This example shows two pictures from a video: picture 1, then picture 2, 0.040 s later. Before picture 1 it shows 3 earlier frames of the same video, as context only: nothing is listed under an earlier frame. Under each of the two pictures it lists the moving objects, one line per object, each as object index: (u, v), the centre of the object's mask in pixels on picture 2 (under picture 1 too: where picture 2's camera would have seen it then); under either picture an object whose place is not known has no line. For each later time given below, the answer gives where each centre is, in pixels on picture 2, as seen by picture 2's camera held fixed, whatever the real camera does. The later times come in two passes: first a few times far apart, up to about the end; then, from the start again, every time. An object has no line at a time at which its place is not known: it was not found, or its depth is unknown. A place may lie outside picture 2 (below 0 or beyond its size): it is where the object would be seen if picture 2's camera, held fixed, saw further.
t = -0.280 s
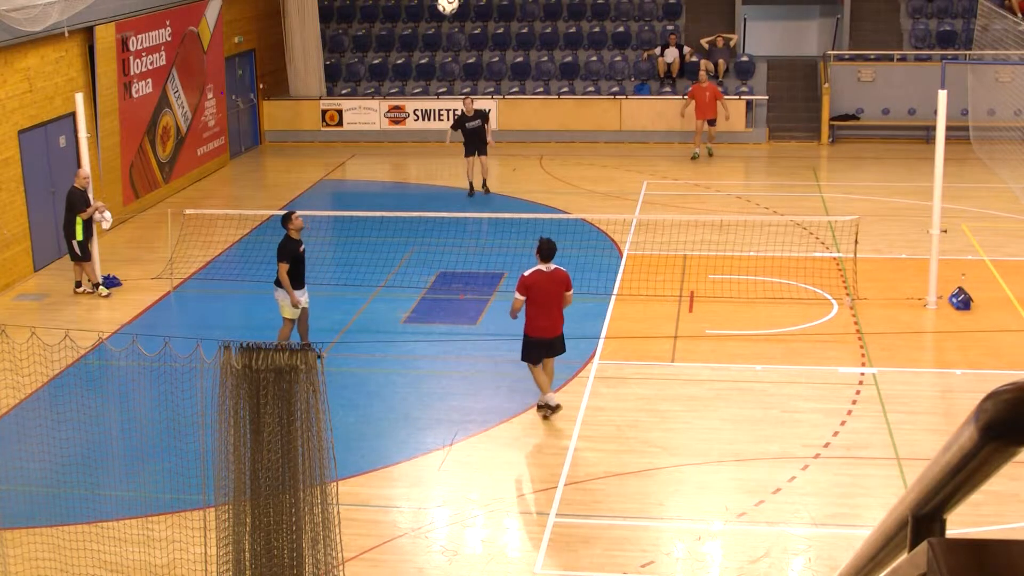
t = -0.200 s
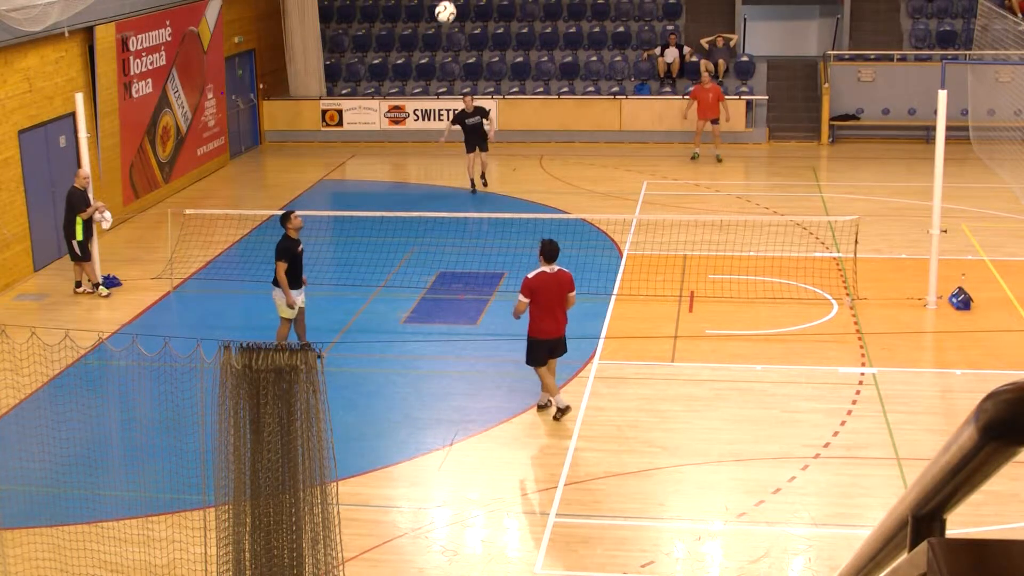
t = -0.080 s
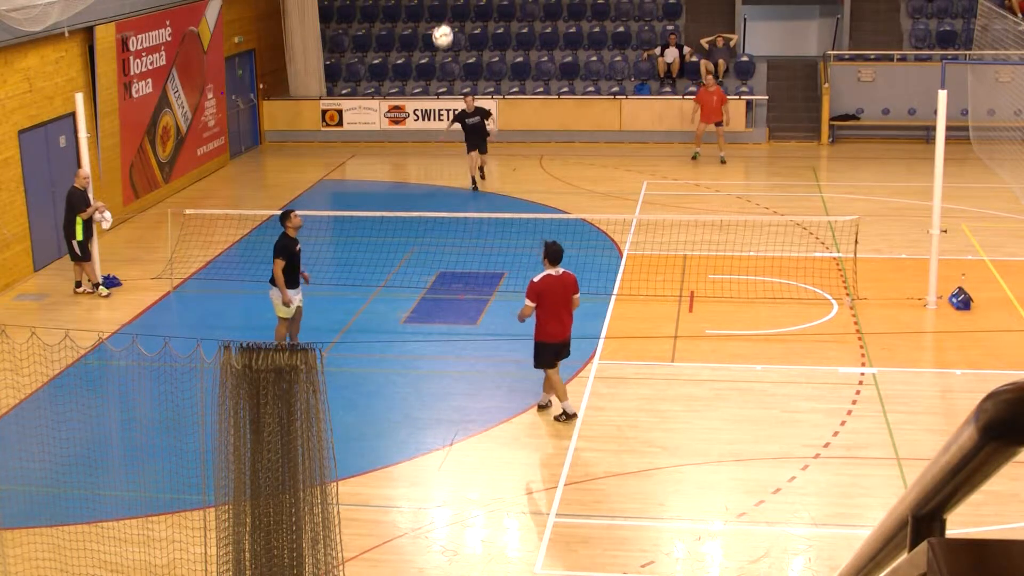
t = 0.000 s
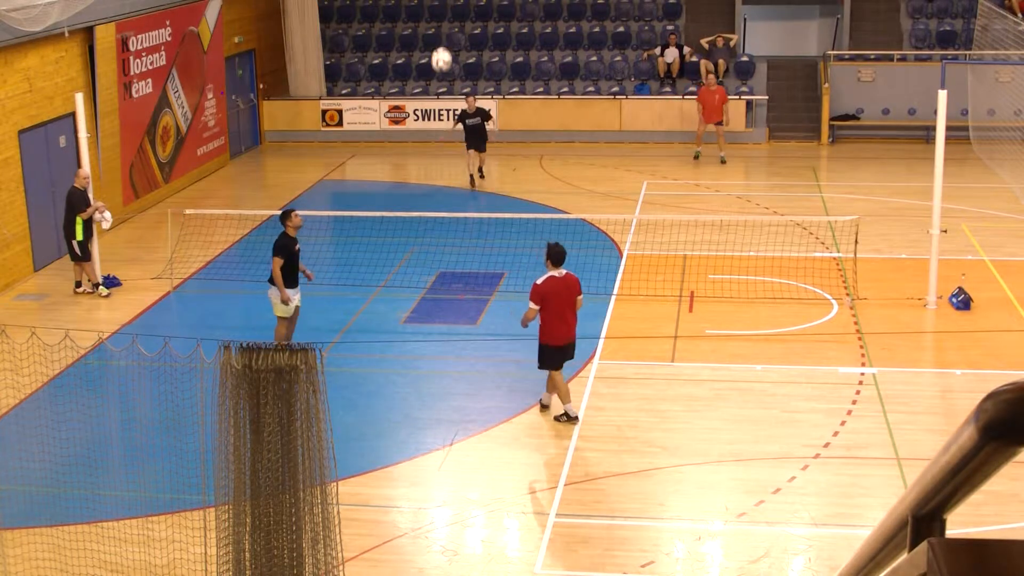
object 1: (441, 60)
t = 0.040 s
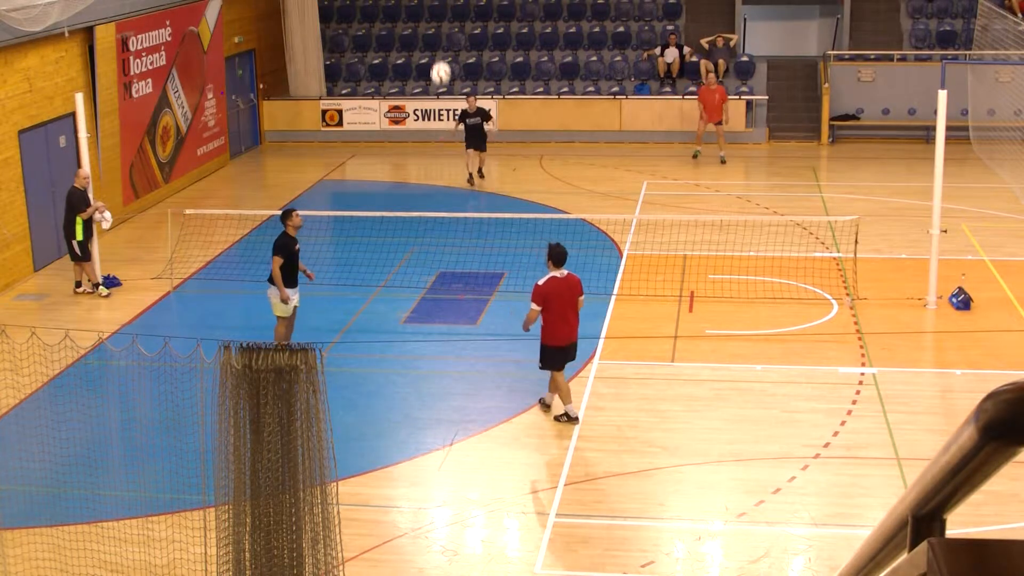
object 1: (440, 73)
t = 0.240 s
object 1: (438, 159)
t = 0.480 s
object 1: (435, 300)
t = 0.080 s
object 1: (440, 87)
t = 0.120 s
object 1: (440, 103)
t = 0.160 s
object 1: (439, 120)
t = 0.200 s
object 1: (438, 141)
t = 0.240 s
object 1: (438, 159)
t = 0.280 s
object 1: (436, 182)
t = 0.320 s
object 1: (437, 202)
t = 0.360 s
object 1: (436, 227)
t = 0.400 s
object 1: (436, 250)
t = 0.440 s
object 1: (436, 275)
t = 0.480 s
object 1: (435, 300)
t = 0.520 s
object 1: (435, 326)
